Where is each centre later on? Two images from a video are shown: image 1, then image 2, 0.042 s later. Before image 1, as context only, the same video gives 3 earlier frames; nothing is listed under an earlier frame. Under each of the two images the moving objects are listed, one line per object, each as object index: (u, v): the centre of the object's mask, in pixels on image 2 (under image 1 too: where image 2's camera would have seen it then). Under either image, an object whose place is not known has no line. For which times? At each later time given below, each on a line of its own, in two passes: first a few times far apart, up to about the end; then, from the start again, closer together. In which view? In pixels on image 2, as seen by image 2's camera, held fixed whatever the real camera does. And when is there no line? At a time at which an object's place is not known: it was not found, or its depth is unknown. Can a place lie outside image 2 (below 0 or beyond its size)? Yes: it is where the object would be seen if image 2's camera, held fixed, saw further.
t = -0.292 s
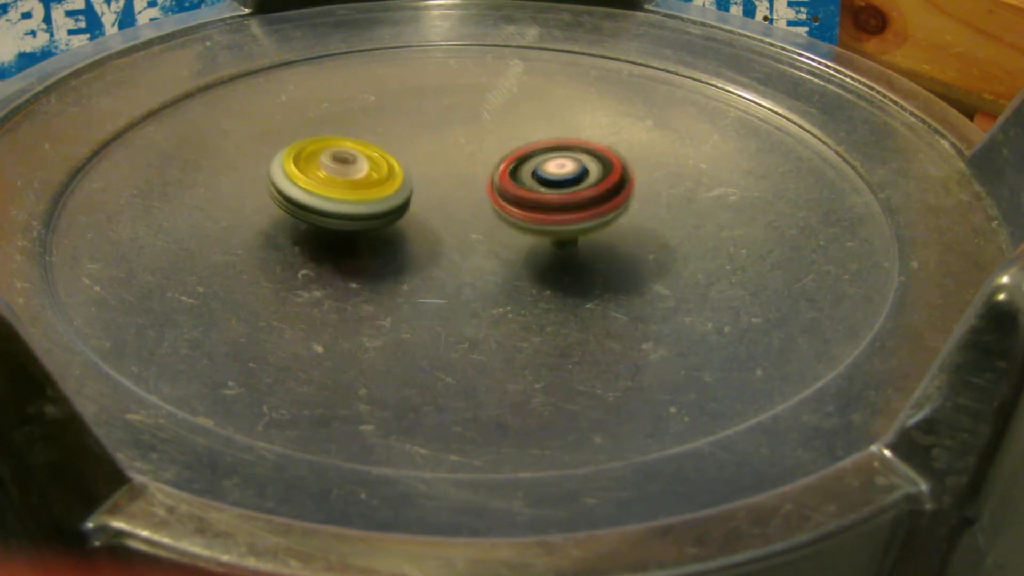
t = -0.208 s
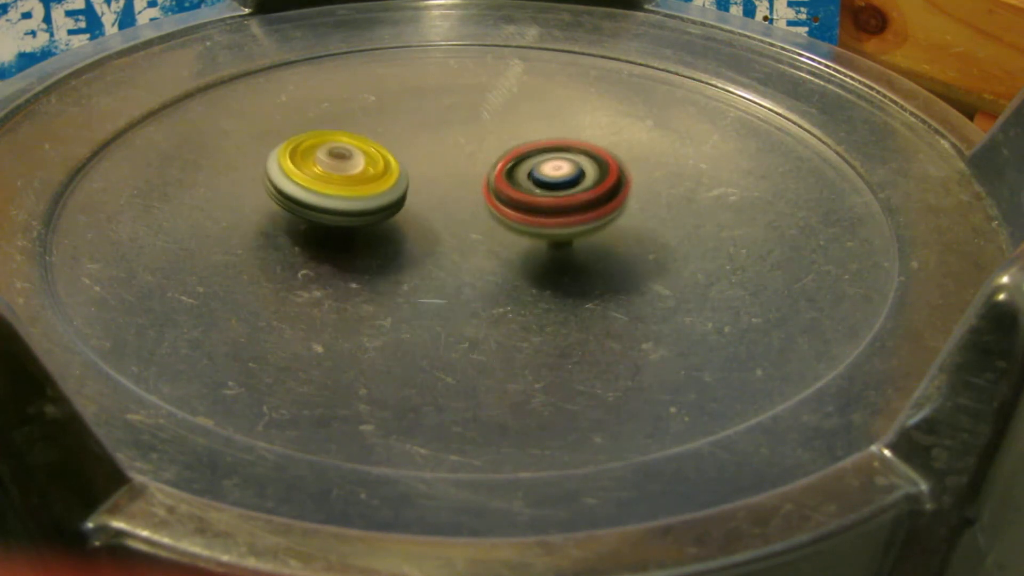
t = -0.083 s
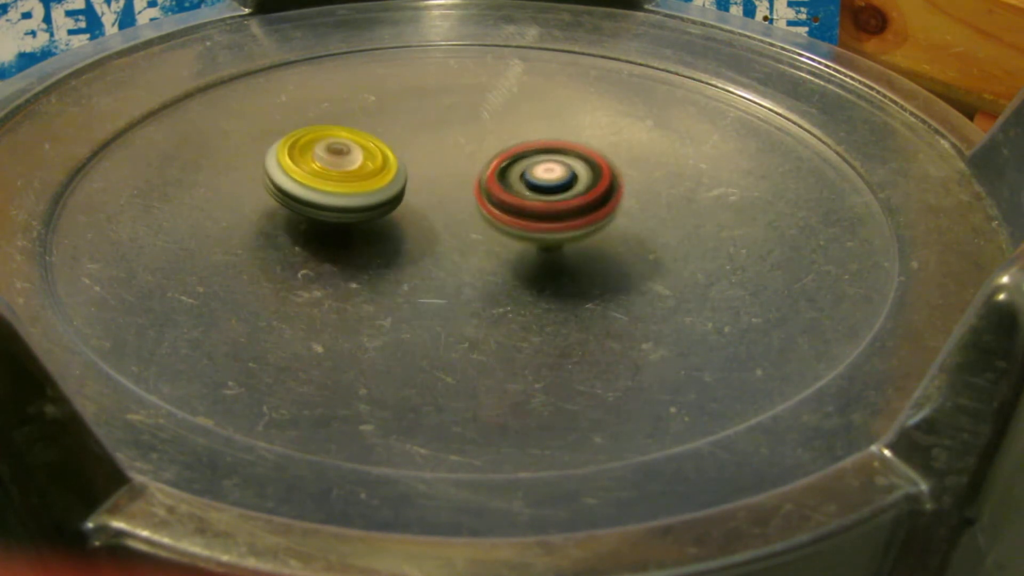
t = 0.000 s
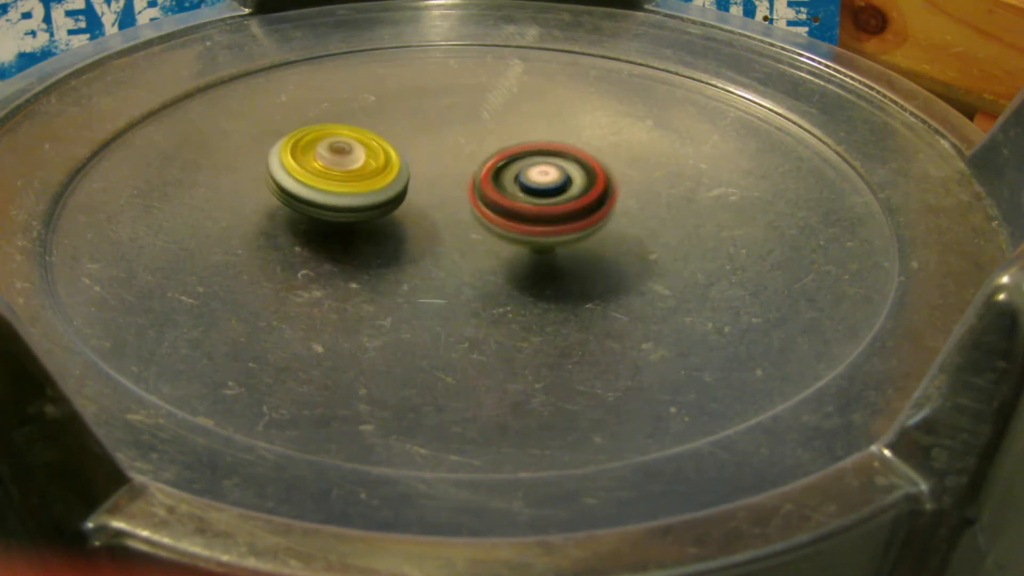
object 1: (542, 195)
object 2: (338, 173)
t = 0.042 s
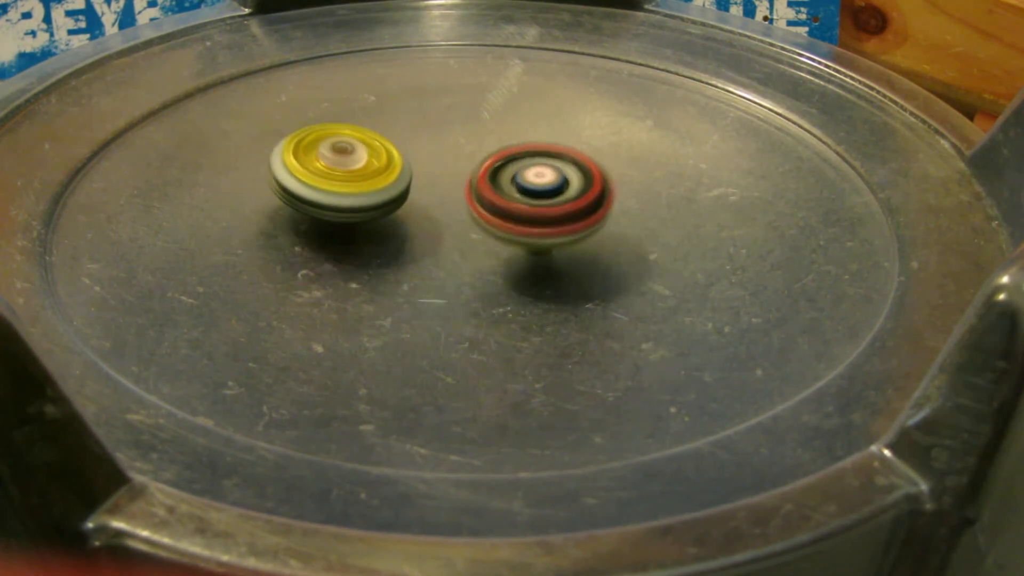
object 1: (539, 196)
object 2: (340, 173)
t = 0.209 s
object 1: (527, 202)
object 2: (360, 175)
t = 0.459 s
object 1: (519, 215)
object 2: (398, 179)
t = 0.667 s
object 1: (552, 245)
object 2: (426, 177)
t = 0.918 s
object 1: (546, 248)
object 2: (470, 178)
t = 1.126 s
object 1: (543, 245)
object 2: (509, 176)
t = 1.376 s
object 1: (505, 272)
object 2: (543, 181)
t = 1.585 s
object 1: (481, 269)
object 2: (548, 192)
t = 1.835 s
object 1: (450, 261)
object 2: (551, 213)
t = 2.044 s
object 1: (408, 257)
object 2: (540, 230)
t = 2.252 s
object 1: (372, 251)
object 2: (522, 244)
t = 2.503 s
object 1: (315, 248)
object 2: (525, 249)
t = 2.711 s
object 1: (326, 245)
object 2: (504, 250)
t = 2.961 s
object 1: (313, 234)
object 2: (502, 243)
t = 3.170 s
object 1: (335, 224)
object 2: (490, 232)
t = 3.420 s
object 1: (164, 186)
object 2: (557, 187)
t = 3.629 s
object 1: (222, 180)
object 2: (527, 168)
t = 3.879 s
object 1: (294, 182)
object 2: (496, 158)
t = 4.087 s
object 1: (327, 180)
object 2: (474, 155)
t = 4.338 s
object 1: (341, 179)
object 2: (469, 161)
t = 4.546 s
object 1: (331, 175)
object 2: (468, 169)
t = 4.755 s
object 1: (293, 171)
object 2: (477, 181)
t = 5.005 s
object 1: (305, 176)
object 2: (473, 201)
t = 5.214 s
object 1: (333, 183)
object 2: (477, 219)
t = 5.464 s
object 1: (336, 181)
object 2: (486, 229)
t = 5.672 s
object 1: (325, 168)
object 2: (490, 239)
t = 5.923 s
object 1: (359, 167)
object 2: (478, 241)
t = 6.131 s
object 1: (371, 157)
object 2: (478, 249)
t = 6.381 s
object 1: (396, 161)
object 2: (475, 247)
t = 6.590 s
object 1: (392, 102)
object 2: (506, 268)
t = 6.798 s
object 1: (413, 116)
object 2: (509, 255)
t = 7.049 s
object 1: (439, 141)
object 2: (491, 234)
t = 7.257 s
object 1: (458, 123)
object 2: (471, 245)
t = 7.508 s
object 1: (479, 135)
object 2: (463, 242)
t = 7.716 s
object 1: (495, 145)
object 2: (458, 236)
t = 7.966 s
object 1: (520, 138)
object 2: (447, 238)
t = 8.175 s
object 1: (528, 140)
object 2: (437, 238)
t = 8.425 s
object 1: (554, 134)
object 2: (422, 252)
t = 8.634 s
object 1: (544, 156)
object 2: (436, 252)
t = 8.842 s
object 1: (544, 170)
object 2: (457, 246)
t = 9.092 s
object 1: (606, 160)
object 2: (468, 242)
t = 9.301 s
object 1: (618, 158)
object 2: (483, 232)
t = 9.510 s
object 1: (617, 159)
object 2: (486, 226)
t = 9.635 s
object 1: (617, 157)
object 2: (477, 226)
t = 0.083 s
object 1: (536, 198)
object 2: (343, 173)
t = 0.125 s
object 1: (532, 199)
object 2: (348, 174)
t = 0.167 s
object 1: (529, 200)
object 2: (354, 175)
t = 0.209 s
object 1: (527, 202)
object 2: (360, 175)
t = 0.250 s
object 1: (524, 204)
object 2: (367, 177)
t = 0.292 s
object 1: (521, 205)
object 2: (374, 178)
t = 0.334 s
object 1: (519, 206)
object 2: (381, 179)
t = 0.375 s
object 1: (516, 209)
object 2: (387, 179)
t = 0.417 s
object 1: (514, 211)
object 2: (394, 180)
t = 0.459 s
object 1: (519, 215)
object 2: (398, 179)
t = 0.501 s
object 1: (541, 228)
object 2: (403, 175)
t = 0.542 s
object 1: (553, 237)
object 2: (408, 175)
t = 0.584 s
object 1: (554, 241)
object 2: (413, 176)
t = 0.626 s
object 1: (554, 244)
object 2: (420, 177)
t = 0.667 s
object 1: (552, 245)
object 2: (426, 177)
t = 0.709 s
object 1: (551, 246)
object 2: (433, 178)
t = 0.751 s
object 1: (550, 247)
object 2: (440, 179)
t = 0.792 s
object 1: (548, 247)
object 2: (447, 179)
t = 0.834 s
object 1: (547, 248)
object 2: (454, 179)
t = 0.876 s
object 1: (546, 248)
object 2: (462, 178)
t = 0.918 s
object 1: (546, 248)
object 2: (470, 178)
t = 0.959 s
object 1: (545, 249)
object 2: (478, 178)
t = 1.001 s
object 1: (545, 249)
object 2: (486, 178)
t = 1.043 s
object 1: (545, 246)
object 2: (494, 178)
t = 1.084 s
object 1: (544, 245)
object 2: (501, 177)
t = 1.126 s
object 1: (543, 245)
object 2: (509, 176)
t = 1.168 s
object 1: (541, 245)
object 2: (517, 175)
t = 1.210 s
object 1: (539, 244)
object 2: (526, 174)
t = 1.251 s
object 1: (529, 258)
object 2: (533, 175)
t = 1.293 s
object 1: (517, 268)
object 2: (538, 176)
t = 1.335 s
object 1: (510, 272)
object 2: (541, 179)
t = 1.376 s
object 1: (505, 272)
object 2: (543, 181)
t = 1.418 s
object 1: (500, 272)
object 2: (544, 183)
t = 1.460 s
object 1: (496, 271)
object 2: (546, 185)
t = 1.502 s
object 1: (491, 271)
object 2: (547, 187)
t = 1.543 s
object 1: (486, 269)
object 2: (548, 189)
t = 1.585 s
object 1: (481, 269)
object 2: (548, 192)
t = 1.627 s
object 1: (476, 268)
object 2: (549, 195)
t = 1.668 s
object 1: (471, 266)
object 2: (551, 198)
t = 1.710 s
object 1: (465, 265)
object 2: (551, 202)
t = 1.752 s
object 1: (460, 264)
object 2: (552, 206)
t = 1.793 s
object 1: (455, 263)
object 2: (552, 209)
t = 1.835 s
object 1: (450, 261)
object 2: (551, 213)
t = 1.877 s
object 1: (445, 260)
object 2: (550, 217)
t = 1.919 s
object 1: (439, 259)
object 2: (549, 221)
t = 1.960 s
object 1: (423, 260)
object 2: (547, 224)
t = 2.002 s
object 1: (414, 258)
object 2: (543, 227)
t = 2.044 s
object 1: (408, 257)
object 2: (540, 230)
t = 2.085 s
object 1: (402, 256)
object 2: (537, 233)
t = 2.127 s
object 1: (398, 254)
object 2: (533, 236)
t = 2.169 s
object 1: (385, 254)
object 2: (529, 238)
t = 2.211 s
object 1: (377, 252)
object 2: (525, 241)
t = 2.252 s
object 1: (372, 251)
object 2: (522, 244)
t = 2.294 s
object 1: (367, 250)
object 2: (518, 247)
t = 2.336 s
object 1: (363, 250)
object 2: (515, 249)
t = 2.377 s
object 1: (339, 249)
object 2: (526, 248)
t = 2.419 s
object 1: (321, 250)
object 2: (530, 248)
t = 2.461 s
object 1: (316, 249)
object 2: (528, 249)
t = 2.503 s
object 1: (315, 248)
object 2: (525, 249)
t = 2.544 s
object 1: (315, 247)
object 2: (521, 250)
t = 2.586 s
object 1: (317, 246)
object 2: (518, 250)
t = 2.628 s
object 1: (319, 246)
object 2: (514, 251)
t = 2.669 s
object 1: (323, 246)
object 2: (509, 251)
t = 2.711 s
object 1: (326, 245)
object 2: (504, 250)
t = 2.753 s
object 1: (331, 244)
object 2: (498, 250)
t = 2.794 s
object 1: (336, 243)
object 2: (493, 250)
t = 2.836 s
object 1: (334, 241)
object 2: (492, 249)
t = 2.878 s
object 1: (315, 239)
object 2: (503, 246)
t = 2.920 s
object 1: (310, 237)
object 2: (504, 245)
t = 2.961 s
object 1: (313, 234)
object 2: (502, 243)
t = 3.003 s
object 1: (319, 232)
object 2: (498, 241)
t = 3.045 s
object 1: (327, 231)
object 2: (495, 239)
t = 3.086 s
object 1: (334, 229)
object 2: (491, 237)
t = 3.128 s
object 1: (335, 227)
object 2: (491, 234)
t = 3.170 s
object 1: (335, 224)
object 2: (490, 232)
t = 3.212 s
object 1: (324, 218)
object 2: (493, 228)
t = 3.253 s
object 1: (256, 216)
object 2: (534, 214)
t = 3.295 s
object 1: (204, 205)
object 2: (558, 205)
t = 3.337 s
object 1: (172, 196)
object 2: (566, 197)
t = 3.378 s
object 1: (162, 191)
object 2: (563, 191)
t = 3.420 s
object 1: (164, 186)
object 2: (557, 187)
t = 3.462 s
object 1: (172, 183)
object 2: (551, 182)
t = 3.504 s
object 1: (183, 182)
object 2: (545, 178)
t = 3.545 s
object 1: (195, 181)
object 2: (539, 174)
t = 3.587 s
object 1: (209, 180)
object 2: (533, 171)
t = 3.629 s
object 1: (222, 180)
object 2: (527, 168)
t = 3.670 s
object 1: (236, 180)
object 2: (521, 165)
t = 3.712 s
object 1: (250, 180)
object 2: (515, 163)
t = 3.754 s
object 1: (263, 181)
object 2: (510, 161)
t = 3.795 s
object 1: (275, 181)
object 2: (505, 160)
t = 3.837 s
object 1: (285, 181)
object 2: (500, 159)
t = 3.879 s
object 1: (294, 182)
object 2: (496, 158)
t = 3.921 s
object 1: (302, 182)
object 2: (491, 157)
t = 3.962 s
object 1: (309, 182)
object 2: (486, 156)
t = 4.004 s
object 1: (315, 181)
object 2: (482, 155)
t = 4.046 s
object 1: (321, 180)
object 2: (477, 155)
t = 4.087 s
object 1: (327, 180)
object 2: (474, 155)
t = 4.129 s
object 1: (332, 179)
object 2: (470, 156)
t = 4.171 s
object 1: (338, 178)
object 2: (467, 156)
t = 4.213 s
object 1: (337, 177)
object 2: (468, 155)
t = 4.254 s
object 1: (334, 179)
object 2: (470, 157)
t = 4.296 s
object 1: (337, 180)
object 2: (470, 159)
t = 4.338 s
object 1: (341, 179)
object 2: (469, 161)
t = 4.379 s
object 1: (336, 177)
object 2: (469, 162)
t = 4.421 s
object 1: (327, 178)
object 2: (473, 163)
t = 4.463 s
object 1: (327, 178)
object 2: (472, 165)
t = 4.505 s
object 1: (329, 177)
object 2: (470, 167)
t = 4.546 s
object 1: (331, 175)
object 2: (468, 169)
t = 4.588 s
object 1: (327, 174)
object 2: (466, 171)
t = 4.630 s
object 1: (323, 173)
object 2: (467, 174)
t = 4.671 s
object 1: (324, 173)
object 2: (465, 176)
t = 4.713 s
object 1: (322, 171)
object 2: (464, 178)
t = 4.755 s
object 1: (293, 171)
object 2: (477, 181)
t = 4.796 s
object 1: (281, 172)
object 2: (482, 184)
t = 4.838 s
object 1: (282, 172)
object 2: (481, 187)
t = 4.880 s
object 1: (286, 173)
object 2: (479, 190)
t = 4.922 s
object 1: (292, 173)
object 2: (477, 194)
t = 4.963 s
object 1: (298, 175)
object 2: (475, 197)
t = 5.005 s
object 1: (305, 176)
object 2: (473, 201)
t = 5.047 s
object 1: (312, 177)
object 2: (472, 205)
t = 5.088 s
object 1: (321, 179)
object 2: (471, 209)
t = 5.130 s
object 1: (325, 179)
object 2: (473, 213)
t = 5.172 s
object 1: (327, 180)
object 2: (478, 216)
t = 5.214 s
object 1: (333, 183)
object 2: (477, 219)
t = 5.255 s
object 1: (322, 178)
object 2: (488, 221)
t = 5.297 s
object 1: (313, 177)
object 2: (494, 224)
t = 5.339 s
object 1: (314, 179)
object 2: (493, 226)
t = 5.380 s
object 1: (322, 179)
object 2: (491, 227)
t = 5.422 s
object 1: (329, 180)
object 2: (489, 228)
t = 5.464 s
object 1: (336, 181)
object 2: (486, 229)
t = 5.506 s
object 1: (343, 181)
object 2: (484, 230)
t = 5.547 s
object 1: (349, 181)
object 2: (481, 232)
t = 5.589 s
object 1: (347, 177)
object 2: (486, 234)
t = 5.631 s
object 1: (330, 170)
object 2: (491, 238)
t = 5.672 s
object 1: (325, 168)
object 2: (490, 239)
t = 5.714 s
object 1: (328, 168)
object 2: (488, 240)
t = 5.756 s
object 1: (334, 168)
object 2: (487, 240)
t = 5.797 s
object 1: (340, 167)
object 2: (485, 241)
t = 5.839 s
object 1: (346, 167)
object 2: (483, 241)
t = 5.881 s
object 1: (353, 166)
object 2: (480, 241)
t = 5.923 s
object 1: (359, 167)
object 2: (478, 241)
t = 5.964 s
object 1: (365, 167)
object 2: (475, 241)
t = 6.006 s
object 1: (371, 167)
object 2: (472, 242)
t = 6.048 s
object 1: (377, 167)
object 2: (468, 241)
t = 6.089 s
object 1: (374, 162)
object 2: (473, 245)
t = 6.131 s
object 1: (371, 157)
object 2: (478, 249)
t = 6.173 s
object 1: (372, 157)
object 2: (478, 249)
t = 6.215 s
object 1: (377, 157)
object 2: (478, 249)
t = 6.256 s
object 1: (382, 158)
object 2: (478, 249)
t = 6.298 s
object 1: (387, 159)
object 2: (477, 248)
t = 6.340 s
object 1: (392, 160)
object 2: (477, 248)
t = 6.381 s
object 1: (396, 161)
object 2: (475, 247)
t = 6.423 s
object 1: (397, 156)
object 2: (476, 249)
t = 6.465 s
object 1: (383, 129)
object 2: (493, 262)
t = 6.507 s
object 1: (380, 113)
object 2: (501, 270)
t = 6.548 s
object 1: (384, 104)
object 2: (504, 270)
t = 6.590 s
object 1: (392, 102)
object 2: (506, 268)
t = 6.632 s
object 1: (396, 103)
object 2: (507, 266)
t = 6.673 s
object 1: (400, 106)
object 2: (509, 264)
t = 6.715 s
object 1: (404, 109)
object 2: (510, 261)
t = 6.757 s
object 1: (409, 112)
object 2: (510, 258)
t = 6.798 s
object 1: (413, 116)
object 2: (509, 255)
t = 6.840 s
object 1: (417, 120)
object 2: (507, 252)
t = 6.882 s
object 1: (421, 125)
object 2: (505, 248)
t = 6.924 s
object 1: (425, 129)
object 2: (502, 244)
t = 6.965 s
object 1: (429, 133)
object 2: (499, 241)
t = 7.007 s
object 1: (434, 137)
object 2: (495, 237)
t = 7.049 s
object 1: (439, 141)
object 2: (491, 234)
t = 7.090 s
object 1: (445, 143)
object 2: (487, 232)
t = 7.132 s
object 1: (448, 142)
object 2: (484, 232)
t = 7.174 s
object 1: (451, 143)
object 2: (479, 231)
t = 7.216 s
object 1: (454, 133)
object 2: (475, 238)
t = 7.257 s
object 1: (458, 123)
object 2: (471, 245)
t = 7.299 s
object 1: (461, 121)
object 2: (466, 247)
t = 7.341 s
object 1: (465, 123)
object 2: (464, 247)
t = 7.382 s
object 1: (470, 127)
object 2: (463, 246)
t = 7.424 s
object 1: (473, 129)
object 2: (463, 245)
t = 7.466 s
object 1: (477, 132)
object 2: (463, 244)
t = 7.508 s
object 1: (479, 135)
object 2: (463, 242)
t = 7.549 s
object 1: (482, 138)
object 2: (462, 240)
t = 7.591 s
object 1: (484, 141)
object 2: (462, 239)
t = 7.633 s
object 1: (486, 143)
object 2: (461, 237)
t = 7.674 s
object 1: (489, 144)
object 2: (461, 236)
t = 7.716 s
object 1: (495, 145)
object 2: (458, 236)
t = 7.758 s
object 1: (498, 146)
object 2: (456, 235)
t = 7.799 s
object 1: (507, 140)
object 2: (450, 238)
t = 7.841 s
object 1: (515, 134)
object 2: (446, 239)
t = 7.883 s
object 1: (519, 134)
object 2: (446, 239)
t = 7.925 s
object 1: (520, 136)
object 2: (446, 238)
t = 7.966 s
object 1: (520, 138)
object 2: (447, 238)
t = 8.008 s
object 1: (519, 140)
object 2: (447, 237)
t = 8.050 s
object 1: (518, 143)
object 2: (447, 236)
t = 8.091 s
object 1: (517, 146)
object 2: (447, 234)
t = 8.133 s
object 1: (517, 149)
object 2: (448, 233)
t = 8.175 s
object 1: (528, 140)
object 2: (437, 238)
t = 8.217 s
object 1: (550, 124)
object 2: (420, 246)
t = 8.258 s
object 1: (558, 120)
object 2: (415, 248)
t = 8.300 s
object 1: (559, 121)
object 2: (416, 250)
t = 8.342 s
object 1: (558, 125)
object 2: (418, 251)
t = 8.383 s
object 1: (556, 130)
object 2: (420, 252)
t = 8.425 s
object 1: (554, 134)
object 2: (422, 252)
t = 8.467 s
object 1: (552, 139)
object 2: (425, 253)
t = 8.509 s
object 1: (550, 144)
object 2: (427, 253)
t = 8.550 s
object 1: (548, 149)
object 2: (430, 253)
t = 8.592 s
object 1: (546, 152)
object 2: (433, 253)
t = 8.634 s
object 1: (544, 156)
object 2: (436, 252)
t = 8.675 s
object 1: (543, 160)
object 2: (440, 251)
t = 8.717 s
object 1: (542, 164)
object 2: (444, 250)
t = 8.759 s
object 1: (541, 168)
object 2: (448, 248)
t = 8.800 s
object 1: (540, 171)
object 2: (454, 246)
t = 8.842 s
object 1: (544, 170)
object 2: (457, 246)
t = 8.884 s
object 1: (550, 170)
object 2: (458, 245)
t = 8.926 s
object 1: (552, 170)
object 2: (459, 244)
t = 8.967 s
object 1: (567, 164)
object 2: (457, 245)
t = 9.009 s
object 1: (586, 159)
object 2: (457, 246)
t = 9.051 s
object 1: (601, 159)
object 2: (462, 244)
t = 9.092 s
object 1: (606, 160)
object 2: (468, 242)
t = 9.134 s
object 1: (607, 161)
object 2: (474, 239)
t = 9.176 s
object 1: (607, 162)
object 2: (480, 236)
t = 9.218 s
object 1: (606, 163)
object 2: (485, 233)
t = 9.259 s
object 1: (606, 164)
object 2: (488, 231)
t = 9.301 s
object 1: (618, 158)
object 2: (483, 232)
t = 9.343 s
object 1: (622, 157)
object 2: (482, 231)
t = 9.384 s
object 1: (620, 158)
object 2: (485, 229)
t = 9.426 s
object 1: (616, 159)
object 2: (489, 228)
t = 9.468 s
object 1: (612, 160)
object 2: (492, 226)
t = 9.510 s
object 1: (617, 159)
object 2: (486, 226)
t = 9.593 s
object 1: (612, 160)
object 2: (488, 225)
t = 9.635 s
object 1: (617, 157)
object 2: (477, 226)
